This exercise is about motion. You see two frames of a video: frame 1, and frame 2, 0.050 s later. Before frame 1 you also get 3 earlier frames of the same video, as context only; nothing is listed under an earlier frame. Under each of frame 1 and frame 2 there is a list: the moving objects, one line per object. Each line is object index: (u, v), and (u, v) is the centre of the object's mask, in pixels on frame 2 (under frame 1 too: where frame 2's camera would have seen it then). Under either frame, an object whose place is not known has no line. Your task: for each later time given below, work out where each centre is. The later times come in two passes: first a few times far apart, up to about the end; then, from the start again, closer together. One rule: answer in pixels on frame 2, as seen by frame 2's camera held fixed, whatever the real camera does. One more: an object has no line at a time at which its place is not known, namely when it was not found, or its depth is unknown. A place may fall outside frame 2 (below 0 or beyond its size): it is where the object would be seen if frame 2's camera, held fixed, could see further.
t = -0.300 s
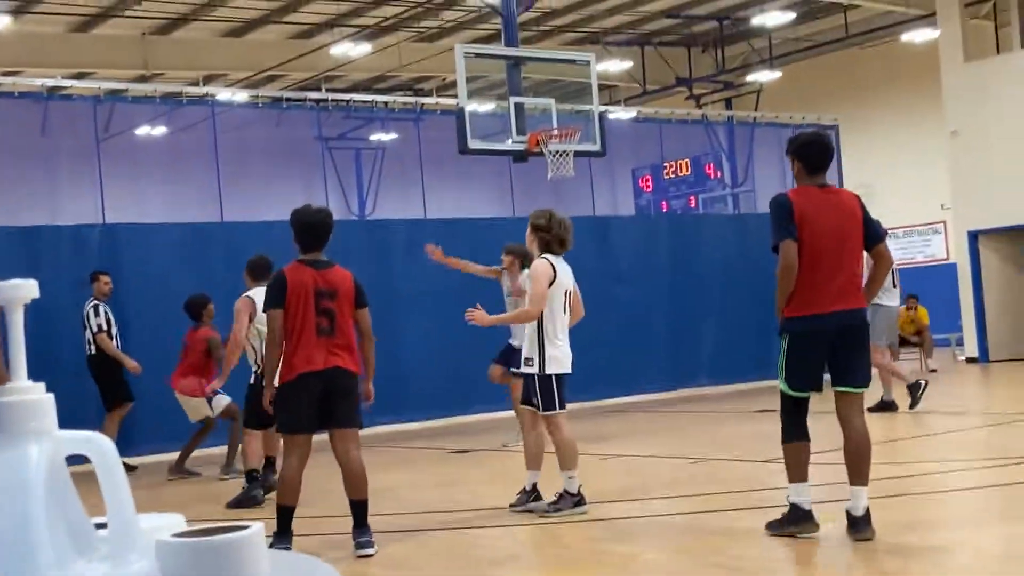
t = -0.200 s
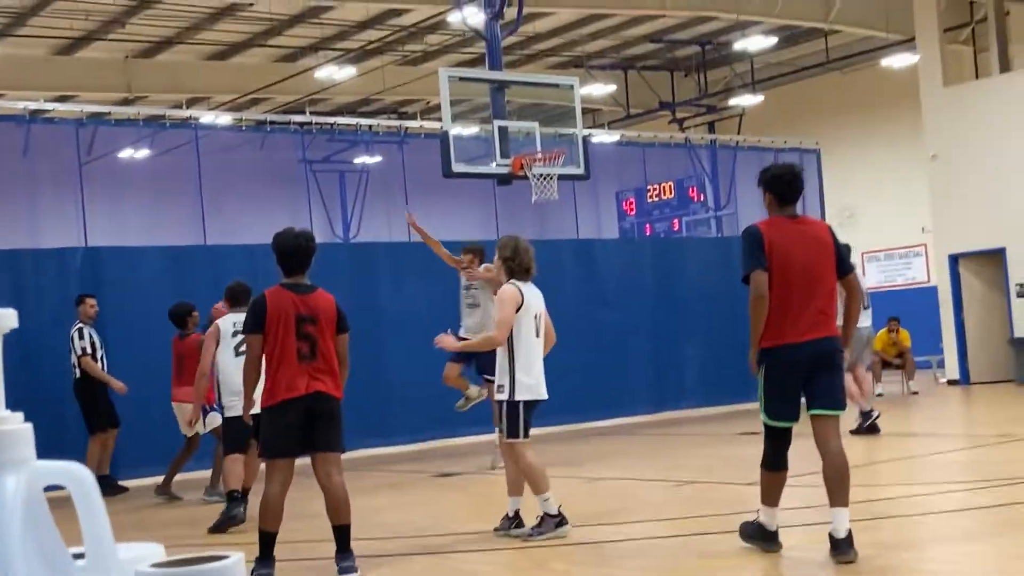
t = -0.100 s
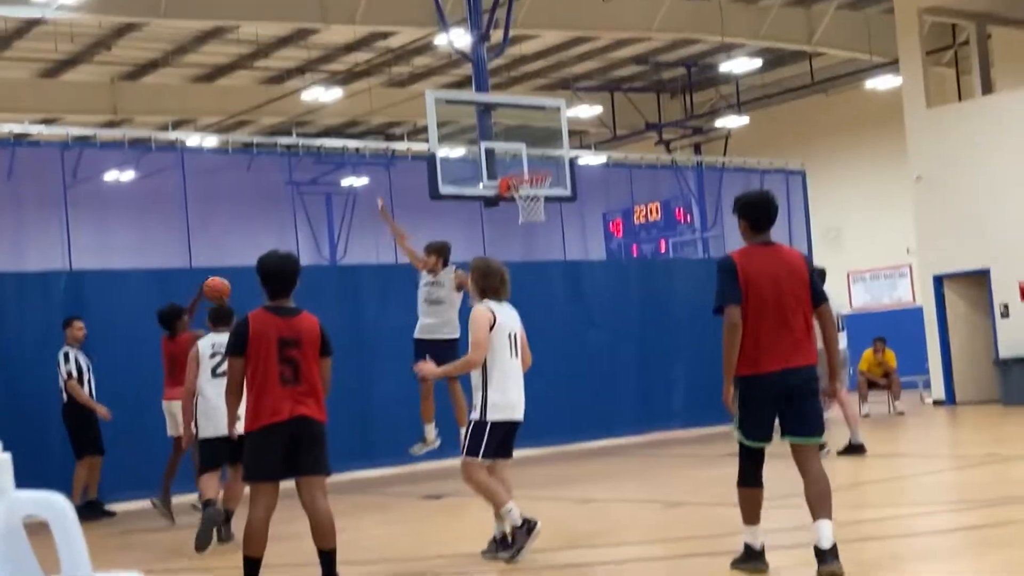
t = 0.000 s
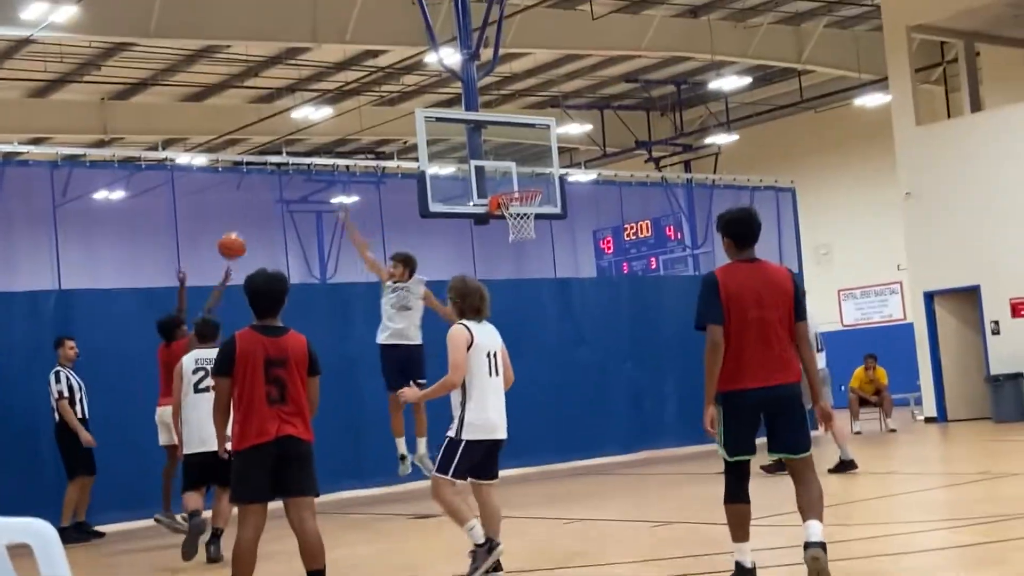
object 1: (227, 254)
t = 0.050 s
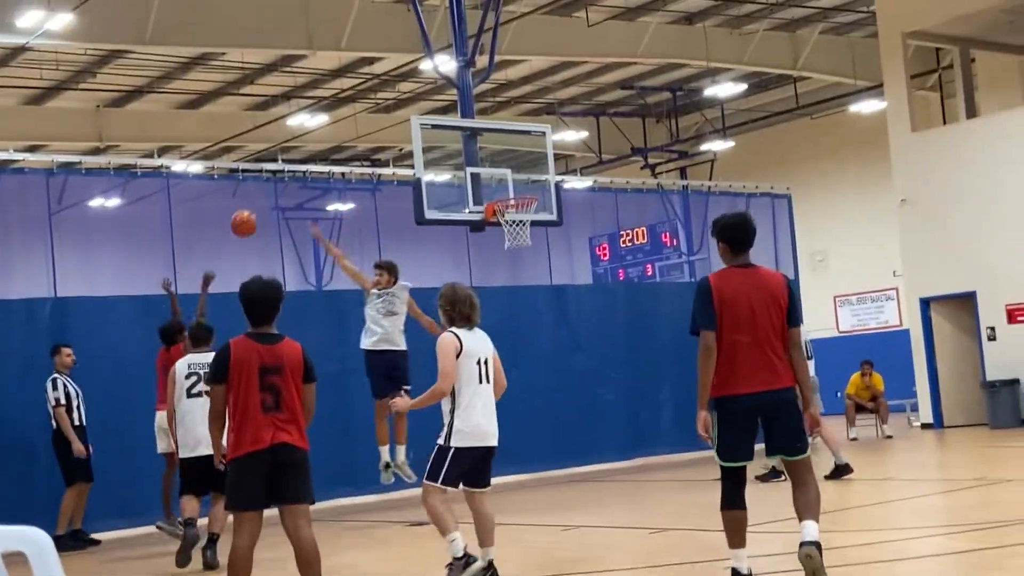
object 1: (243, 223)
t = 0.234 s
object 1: (301, 142)
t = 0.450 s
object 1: (364, 99)
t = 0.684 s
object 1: (429, 106)
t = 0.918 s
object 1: (492, 161)
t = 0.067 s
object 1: (249, 214)
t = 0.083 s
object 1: (255, 205)
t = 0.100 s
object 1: (260, 197)
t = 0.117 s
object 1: (266, 188)
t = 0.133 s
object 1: (271, 182)
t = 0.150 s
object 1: (276, 173)
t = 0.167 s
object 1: (281, 166)
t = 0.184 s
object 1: (286, 160)
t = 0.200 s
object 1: (291, 154)
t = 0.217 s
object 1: (295, 148)
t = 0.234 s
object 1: (301, 142)
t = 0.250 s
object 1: (306, 139)
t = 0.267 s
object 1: (311, 134)
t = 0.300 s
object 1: (321, 123)
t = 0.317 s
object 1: (326, 119)
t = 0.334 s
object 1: (331, 115)
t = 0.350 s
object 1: (335, 112)
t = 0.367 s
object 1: (340, 109)
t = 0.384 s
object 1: (345, 107)
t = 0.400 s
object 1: (350, 104)
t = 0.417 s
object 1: (354, 102)
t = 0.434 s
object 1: (359, 100)
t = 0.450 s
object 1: (364, 99)
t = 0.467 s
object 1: (369, 97)
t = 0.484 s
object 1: (374, 97)
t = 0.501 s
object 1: (378, 96)
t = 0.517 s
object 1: (383, 95)
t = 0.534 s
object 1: (387, 95)
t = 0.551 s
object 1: (391, 94)
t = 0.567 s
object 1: (396, 94)
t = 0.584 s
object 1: (402, 96)
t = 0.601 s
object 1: (406, 96)
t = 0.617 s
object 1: (411, 99)
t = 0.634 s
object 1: (415, 100)
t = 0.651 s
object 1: (421, 103)
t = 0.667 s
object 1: (425, 104)
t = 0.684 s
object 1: (429, 106)
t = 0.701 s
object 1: (434, 108)
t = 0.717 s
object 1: (439, 111)
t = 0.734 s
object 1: (444, 115)
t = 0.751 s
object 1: (448, 117)
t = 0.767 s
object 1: (453, 120)
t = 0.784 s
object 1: (457, 124)
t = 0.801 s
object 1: (462, 128)
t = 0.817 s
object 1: (466, 132)
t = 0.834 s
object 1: (471, 135)
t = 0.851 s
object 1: (475, 140)
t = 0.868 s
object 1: (480, 145)
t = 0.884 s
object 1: (484, 150)
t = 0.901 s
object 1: (489, 155)
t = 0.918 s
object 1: (492, 161)
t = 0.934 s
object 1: (498, 167)
